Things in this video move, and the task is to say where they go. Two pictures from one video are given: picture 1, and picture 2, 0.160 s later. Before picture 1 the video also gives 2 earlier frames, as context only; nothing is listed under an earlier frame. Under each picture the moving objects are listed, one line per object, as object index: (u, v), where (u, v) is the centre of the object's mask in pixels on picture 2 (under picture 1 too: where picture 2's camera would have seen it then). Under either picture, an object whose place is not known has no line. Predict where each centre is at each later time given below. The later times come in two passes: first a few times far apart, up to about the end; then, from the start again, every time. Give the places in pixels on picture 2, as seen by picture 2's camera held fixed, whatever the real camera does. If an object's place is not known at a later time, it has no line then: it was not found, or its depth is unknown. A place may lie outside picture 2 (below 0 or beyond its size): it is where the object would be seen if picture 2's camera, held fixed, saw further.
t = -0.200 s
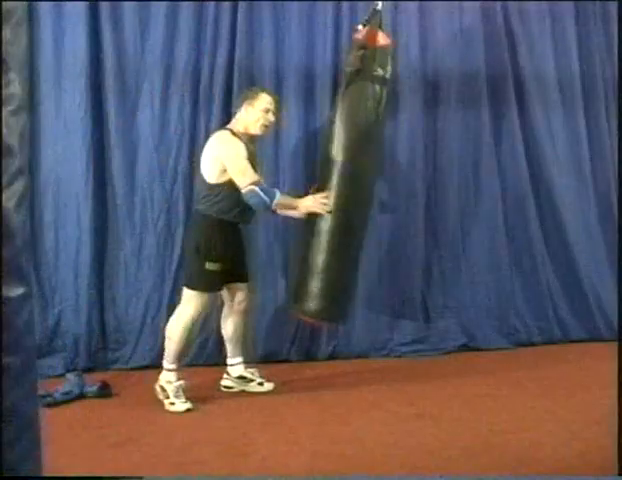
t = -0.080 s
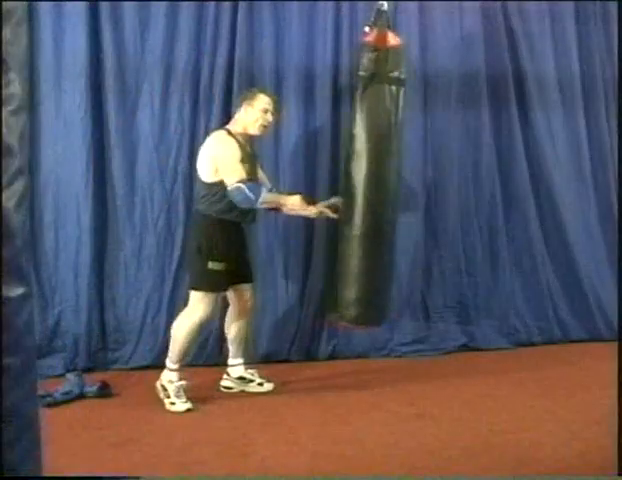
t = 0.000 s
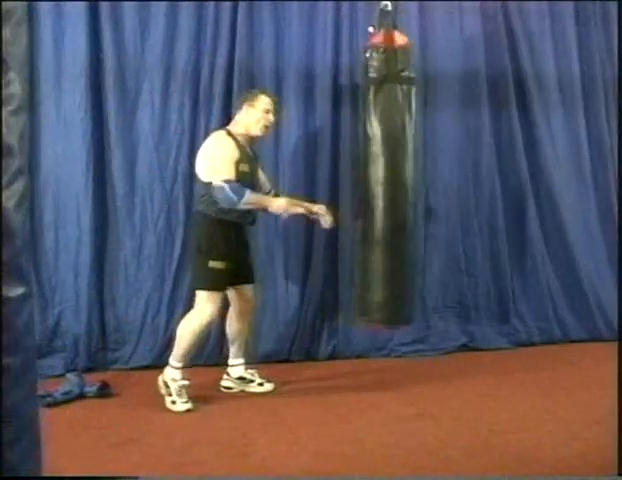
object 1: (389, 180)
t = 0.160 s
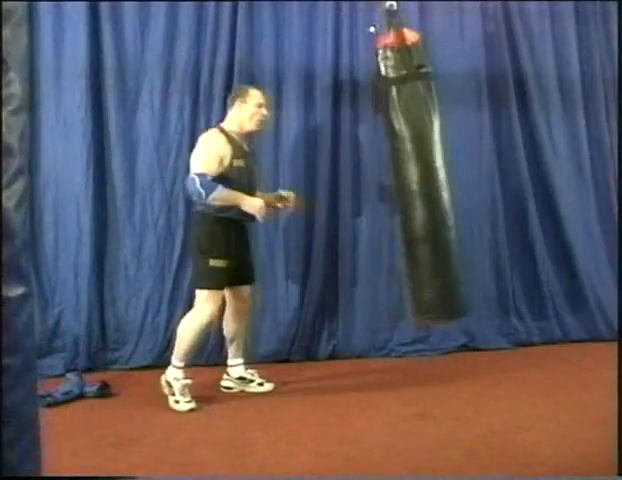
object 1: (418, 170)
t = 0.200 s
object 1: (426, 172)
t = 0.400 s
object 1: (456, 163)
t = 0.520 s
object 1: (465, 159)
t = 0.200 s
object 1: (426, 172)
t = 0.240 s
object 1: (433, 168)
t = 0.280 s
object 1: (440, 166)
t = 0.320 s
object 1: (446, 165)
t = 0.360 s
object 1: (451, 163)
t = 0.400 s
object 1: (456, 163)
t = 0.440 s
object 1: (460, 161)
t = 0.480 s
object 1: (463, 160)
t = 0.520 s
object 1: (465, 159)
